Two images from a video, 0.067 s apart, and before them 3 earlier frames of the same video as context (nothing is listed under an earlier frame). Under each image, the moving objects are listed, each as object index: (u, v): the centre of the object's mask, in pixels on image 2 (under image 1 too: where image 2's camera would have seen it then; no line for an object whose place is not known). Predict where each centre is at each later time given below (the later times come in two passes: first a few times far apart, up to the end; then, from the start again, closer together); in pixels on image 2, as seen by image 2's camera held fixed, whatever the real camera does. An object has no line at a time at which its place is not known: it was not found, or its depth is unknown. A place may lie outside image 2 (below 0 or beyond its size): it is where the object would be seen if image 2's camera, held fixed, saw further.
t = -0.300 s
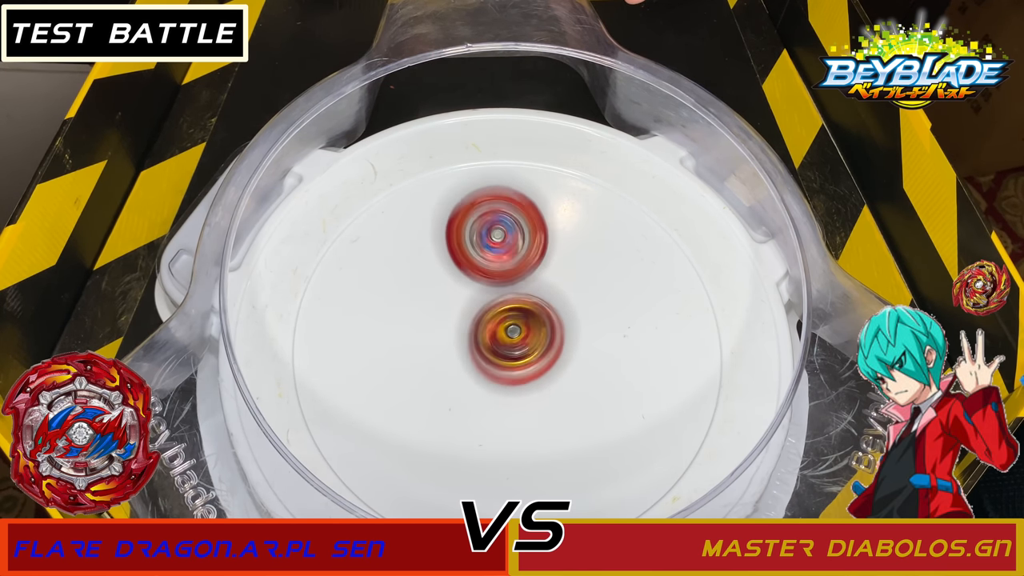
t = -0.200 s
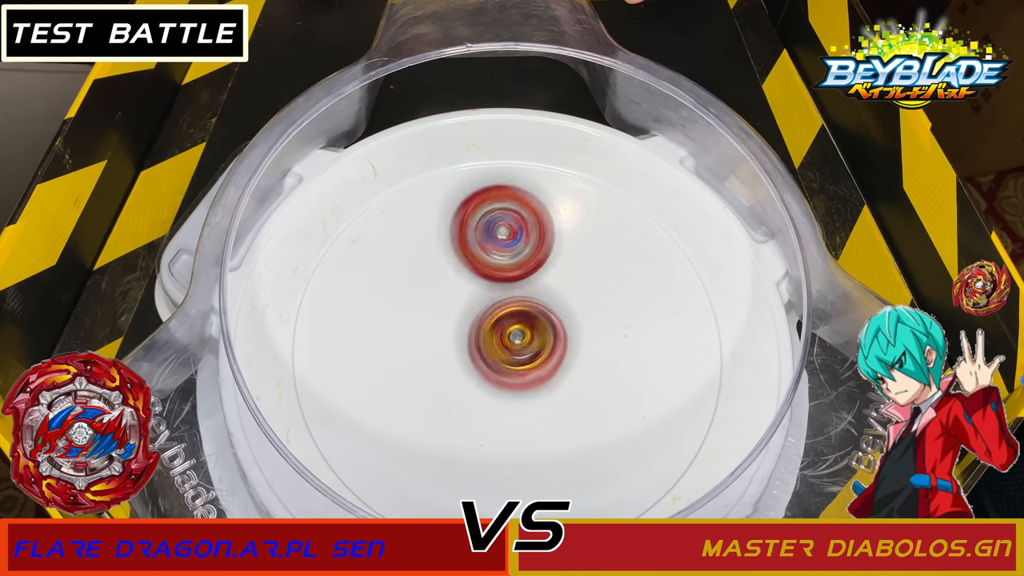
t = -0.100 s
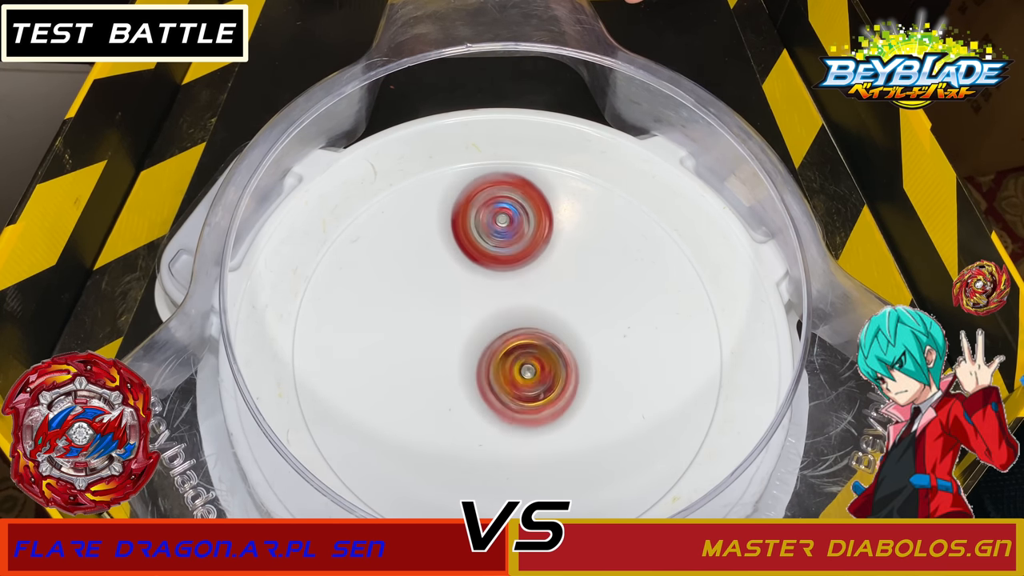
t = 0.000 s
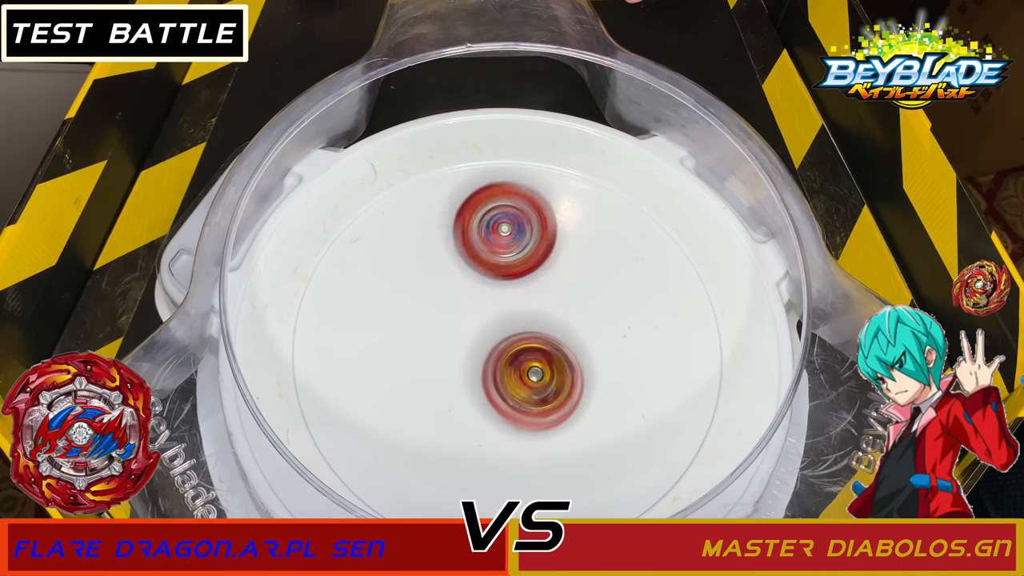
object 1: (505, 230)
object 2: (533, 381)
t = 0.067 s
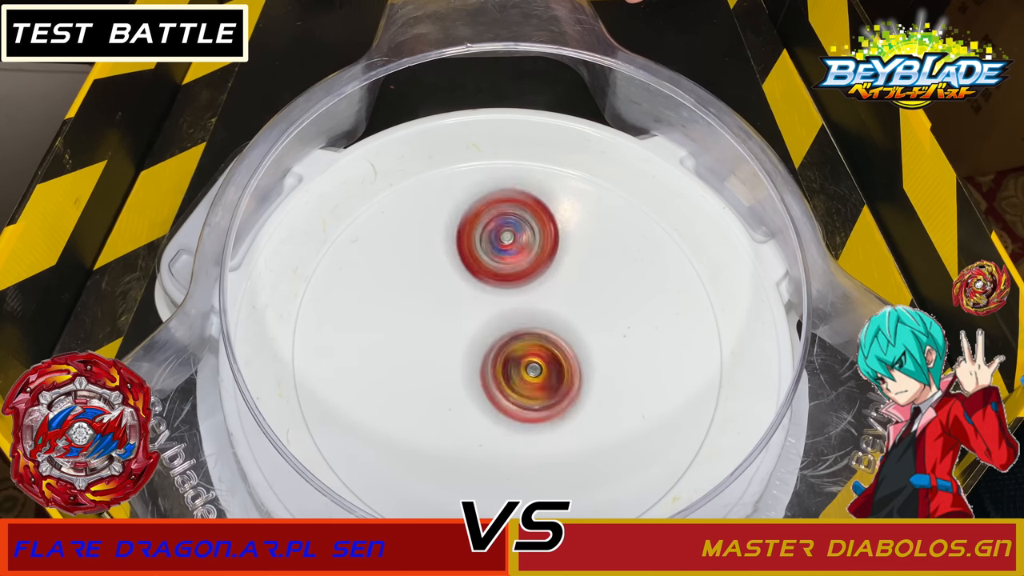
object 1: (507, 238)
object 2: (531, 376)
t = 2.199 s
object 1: (494, 265)
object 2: (523, 365)
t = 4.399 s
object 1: (455, 273)
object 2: (534, 372)
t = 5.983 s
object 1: (446, 282)
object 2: (530, 364)
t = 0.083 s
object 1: (508, 240)
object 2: (531, 374)
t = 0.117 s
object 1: (509, 245)
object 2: (530, 372)
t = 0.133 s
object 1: (510, 248)
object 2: (528, 370)
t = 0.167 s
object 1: (511, 254)
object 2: (528, 368)
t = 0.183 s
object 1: (511, 257)
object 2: (527, 367)
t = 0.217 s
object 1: (511, 263)
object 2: (525, 365)
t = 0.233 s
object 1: (512, 265)
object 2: (525, 364)
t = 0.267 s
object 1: (511, 267)
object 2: (524, 366)
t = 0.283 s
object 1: (512, 266)
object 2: (525, 368)
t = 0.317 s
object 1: (512, 269)
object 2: (525, 369)
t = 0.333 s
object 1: (512, 271)
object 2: (525, 369)
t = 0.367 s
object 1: (511, 270)
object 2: (526, 373)
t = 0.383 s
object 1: (510, 267)
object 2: (526, 377)
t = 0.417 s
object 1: (508, 264)
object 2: (526, 384)
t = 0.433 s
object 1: (508, 265)
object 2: (527, 386)
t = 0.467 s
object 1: (507, 267)
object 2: (528, 388)
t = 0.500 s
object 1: (505, 269)
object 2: (527, 386)
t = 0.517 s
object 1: (503, 270)
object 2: (527, 384)
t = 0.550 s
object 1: (500, 272)
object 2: (525, 383)
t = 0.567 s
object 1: (499, 274)
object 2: (523, 383)
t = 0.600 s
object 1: (498, 277)
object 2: (522, 380)
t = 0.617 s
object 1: (497, 279)
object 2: (521, 379)
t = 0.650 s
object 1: (494, 281)
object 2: (518, 378)
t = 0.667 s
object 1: (493, 283)
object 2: (518, 377)
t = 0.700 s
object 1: (491, 284)
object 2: (516, 378)
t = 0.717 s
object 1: (490, 282)
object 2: (516, 382)
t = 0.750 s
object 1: (488, 278)
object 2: (515, 388)
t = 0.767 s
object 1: (487, 278)
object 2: (515, 389)
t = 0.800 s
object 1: (483, 277)
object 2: (516, 391)
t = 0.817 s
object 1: (482, 278)
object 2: (516, 391)
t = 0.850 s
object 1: (480, 278)
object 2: (515, 390)
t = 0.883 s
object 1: (478, 278)
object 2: (514, 388)
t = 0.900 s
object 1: (476, 278)
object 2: (513, 387)
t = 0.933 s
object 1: (475, 280)
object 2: (512, 385)
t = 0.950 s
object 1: (474, 280)
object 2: (511, 384)
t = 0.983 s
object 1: (472, 280)
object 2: (510, 383)
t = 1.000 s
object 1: (471, 280)
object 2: (509, 382)
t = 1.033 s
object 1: (469, 282)
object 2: (508, 380)
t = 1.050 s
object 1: (469, 283)
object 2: (508, 380)
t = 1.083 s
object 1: (469, 283)
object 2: (507, 378)
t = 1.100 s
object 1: (468, 284)
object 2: (507, 378)
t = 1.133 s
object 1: (466, 282)
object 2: (509, 380)
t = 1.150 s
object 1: (466, 282)
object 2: (509, 384)
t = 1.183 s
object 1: (466, 282)
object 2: (512, 385)
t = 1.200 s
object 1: (465, 282)
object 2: (512, 385)
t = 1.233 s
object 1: (464, 284)
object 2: (514, 384)
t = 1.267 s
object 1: (465, 285)
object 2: (513, 382)
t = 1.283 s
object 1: (465, 285)
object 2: (514, 381)
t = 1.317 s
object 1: (465, 286)
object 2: (514, 378)
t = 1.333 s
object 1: (465, 288)
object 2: (514, 377)
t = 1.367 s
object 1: (465, 286)
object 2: (517, 377)
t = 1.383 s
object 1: (467, 286)
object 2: (518, 378)
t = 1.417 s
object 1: (468, 289)
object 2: (520, 377)
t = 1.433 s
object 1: (468, 288)
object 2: (521, 378)
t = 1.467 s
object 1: (469, 287)
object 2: (524, 378)
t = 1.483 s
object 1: (469, 287)
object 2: (525, 378)
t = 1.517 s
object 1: (469, 289)
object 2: (525, 375)
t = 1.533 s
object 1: (470, 289)
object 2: (525, 374)
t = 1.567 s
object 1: (470, 287)
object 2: (525, 374)
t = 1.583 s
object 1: (471, 287)
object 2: (525, 373)
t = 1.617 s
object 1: (472, 287)
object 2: (526, 374)
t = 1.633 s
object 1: (473, 286)
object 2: (527, 375)
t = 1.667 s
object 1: (474, 286)
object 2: (527, 375)
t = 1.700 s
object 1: (476, 286)
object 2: (527, 374)
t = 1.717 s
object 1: (477, 286)
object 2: (526, 374)
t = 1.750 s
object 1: (478, 284)
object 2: (525, 374)
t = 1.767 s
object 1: (479, 284)
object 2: (526, 374)
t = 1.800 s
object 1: (480, 284)
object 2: (526, 374)
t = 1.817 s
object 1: (481, 284)
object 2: (525, 373)
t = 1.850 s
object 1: (482, 279)
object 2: (527, 375)
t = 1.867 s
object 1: (480, 274)
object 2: (529, 379)
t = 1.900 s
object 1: (482, 272)
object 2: (530, 383)
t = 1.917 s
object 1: (483, 270)
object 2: (531, 382)
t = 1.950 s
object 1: (482, 269)
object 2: (531, 382)
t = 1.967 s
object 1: (484, 270)
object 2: (529, 382)
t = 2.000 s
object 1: (485, 269)
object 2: (527, 380)
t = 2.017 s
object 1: (485, 270)
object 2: (527, 379)
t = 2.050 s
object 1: (488, 271)
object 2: (525, 376)
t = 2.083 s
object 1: (489, 271)
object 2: (524, 371)
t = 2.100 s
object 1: (490, 273)
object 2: (523, 368)
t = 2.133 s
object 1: (492, 268)
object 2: (523, 367)
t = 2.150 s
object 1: (492, 266)
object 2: (523, 367)
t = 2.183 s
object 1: (494, 264)
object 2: (524, 365)
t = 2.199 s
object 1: (494, 265)
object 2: (523, 365)
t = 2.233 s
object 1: (496, 265)
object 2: (521, 362)
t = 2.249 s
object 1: (496, 265)
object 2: (521, 360)
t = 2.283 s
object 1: (495, 263)
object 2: (522, 362)
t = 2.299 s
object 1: (498, 258)
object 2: (520, 367)
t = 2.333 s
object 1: (499, 253)
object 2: (522, 374)
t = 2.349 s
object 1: (501, 252)
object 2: (524, 375)
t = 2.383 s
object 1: (502, 251)
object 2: (524, 377)
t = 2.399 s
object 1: (502, 253)
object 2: (524, 377)
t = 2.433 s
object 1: (502, 257)
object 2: (525, 376)
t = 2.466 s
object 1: (503, 261)
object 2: (526, 374)
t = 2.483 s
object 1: (502, 262)
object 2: (526, 373)
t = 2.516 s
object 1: (502, 267)
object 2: (525, 370)
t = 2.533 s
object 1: (501, 269)
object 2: (524, 368)
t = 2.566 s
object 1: (500, 273)
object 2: (522, 366)
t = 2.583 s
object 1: (499, 267)
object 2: (524, 374)
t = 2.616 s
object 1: (496, 257)
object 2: (526, 388)
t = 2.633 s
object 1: (495, 254)
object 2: (528, 392)
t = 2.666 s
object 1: (493, 251)
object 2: (530, 400)
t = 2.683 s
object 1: (493, 251)
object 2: (530, 401)
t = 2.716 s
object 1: (489, 253)
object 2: (532, 401)
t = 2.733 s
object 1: (489, 255)
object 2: (531, 401)
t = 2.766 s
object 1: (485, 257)
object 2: (530, 397)
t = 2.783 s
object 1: (486, 258)
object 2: (529, 396)
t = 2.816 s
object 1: (482, 260)
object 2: (526, 393)
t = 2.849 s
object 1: (481, 263)
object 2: (523, 391)
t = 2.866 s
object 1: (480, 264)
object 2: (521, 389)
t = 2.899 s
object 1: (480, 266)
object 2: (519, 386)
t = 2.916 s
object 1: (478, 267)
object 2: (516, 385)
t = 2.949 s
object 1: (478, 270)
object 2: (515, 380)
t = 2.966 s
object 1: (476, 270)
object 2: (514, 379)
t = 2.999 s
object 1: (476, 273)
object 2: (513, 374)
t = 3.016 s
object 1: (474, 273)
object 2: (514, 371)
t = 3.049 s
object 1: (474, 275)
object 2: (513, 365)
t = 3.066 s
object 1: (473, 272)
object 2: (515, 364)
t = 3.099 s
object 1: (472, 271)
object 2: (517, 362)
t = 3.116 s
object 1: (471, 270)
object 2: (517, 360)
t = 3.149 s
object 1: (469, 266)
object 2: (522, 361)
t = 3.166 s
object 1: (468, 265)
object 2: (523, 361)
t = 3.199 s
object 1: (468, 265)
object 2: (525, 361)
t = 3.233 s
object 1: (467, 267)
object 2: (524, 360)
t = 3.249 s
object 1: (466, 266)
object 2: (524, 360)
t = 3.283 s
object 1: (466, 267)
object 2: (523, 360)
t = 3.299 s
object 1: (466, 266)
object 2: (522, 360)
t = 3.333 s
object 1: (466, 267)
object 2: (521, 359)
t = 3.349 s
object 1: (465, 267)
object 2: (520, 358)
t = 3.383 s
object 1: (466, 268)
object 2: (517, 356)
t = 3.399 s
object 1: (464, 264)
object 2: (519, 358)
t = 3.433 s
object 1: (458, 255)
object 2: (524, 365)
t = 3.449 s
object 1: (456, 251)
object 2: (527, 369)
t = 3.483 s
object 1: (456, 250)
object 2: (531, 373)
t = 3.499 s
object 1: (456, 250)
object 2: (533, 374)
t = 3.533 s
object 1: (456, 251)
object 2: (535, 373)
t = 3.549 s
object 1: (456, 251)
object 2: (535, 371)
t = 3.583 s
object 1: (456, 251)
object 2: (534, 369)
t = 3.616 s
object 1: (457, 253)
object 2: (534, 367)
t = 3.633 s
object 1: (457, 253)
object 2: (532, 366)
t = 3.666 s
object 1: (459, 255)
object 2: (532, 365)
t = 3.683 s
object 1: (459, 256)
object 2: (531, 364)
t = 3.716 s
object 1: (461, 258)
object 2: (529, 363)
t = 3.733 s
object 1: (461, 259)
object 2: (528, 363)
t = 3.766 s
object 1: (464, 263)
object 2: (527, 362)
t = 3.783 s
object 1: (464, 264)
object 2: (526, 362)
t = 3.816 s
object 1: (467, 268)
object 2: (524, 362)
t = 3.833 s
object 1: (467, 270)
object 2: (524, 362)
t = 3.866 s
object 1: (470, 275)
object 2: (523, 362)
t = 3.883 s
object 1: (468, 275)
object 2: (523, 363)
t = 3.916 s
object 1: (470, 274)
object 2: (525, 366)
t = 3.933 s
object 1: (470, 275)
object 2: (527, 367)
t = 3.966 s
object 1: (473, 279)
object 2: (527, 366)
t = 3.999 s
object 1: (473, 280)
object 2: (530, 368)
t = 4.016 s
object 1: (471, 279)
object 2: (531, 368)
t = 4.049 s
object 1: (471, 281)
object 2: (533, 369)
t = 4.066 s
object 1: (471, 282)
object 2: (533, 367)
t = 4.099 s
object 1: (471, 285)
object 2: (531, 366)
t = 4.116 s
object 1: (468, 286)
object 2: (531, 365)
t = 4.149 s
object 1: (464, 277)
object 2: (536, 374)
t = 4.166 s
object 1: (461, 274)
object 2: (540, 379)
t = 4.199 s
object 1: (460, 270)
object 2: (543, 384)
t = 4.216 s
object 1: (461, 271)
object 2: (546, 385)
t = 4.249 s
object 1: (459, 273)
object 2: (547, 386)
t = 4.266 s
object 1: (459, 273)
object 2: (547, 384)
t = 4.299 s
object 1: (457, 273)
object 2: (545, 381)
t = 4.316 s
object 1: (456, 273)
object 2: (544, 380)
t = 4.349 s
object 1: (456, 273)
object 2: (540, 376)
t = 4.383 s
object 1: (455, 274)
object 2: (535, 374)
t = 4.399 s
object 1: (455, 273)
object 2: (534, 372)
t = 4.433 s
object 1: (455, 274)
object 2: (529, 370)
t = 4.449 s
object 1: (454, 274)
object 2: (528, 369)
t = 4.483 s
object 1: (456, 275)
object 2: (524, 366)
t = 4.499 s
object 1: (456, 277)
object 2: (523, 363)
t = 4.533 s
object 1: (457, 278)
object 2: (521, 358)
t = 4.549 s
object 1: (456, 277)
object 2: (521, 357)
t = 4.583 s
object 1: (454, 272)
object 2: (525, 356)
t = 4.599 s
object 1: (455, 271)
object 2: (525, 356)
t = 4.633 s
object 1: (455, 275)
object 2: (525, 356)
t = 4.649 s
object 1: (455, 275)
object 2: (525, 355)
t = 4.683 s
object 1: (455, 276)
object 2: (524, 357)
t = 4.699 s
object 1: (453, 277)
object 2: (524, 357)
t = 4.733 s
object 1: (454, 277)
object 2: (523, 355)
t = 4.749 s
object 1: (454, 277)
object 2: (524, 356)
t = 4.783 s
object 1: (454, 273)
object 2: (526, 357)
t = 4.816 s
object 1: (455, 274)
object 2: (528, 359)
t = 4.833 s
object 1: (455, 276)
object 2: (529, 359)
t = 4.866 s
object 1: (454, 277)
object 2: (531, 358)
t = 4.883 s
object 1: (454, 277)
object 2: (531, 358)
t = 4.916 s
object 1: (454, 278)
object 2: (531, 356)
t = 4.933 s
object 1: (455, 278)
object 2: (530, 356)
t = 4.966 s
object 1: (456, 281)
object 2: (531, 355)
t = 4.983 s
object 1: (455, 281)
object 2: (531, 354)
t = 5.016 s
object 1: (456, 283)
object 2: (531, 354)
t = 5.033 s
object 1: (454, 283)
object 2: (533, 354)
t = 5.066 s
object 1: (452, 279)
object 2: (537, 359)
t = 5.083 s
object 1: (453, 280)
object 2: (540, 363)
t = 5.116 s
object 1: (454, 282)
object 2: (543, 366)
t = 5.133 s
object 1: (455, 284)
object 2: (543, 368)
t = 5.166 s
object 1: (454, 287)
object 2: (544, 369)
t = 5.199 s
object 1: (454, 289)
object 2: (546, 369)
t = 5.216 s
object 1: (455, 289)
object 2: (545, 368)
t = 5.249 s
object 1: (456, 292)
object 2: (545, 367)
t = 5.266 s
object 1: (455, 292)
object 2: (545, 365)
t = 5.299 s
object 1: (456, 295)
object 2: (543, 363)
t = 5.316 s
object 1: (455, 297)
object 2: (543, 362)
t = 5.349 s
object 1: (455, 300)
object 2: (541, 358)
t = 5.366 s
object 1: (456, 302)
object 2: (539, 358)
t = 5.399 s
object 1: (454, 302)
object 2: (541, 356)
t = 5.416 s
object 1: (455, 302)
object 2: (541, 354)
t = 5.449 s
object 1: (457, 303)
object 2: (543, 352)
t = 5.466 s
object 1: (453, 302)
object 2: (546, 354)
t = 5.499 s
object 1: (441, 289)
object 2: (562, 366)
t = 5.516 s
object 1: (436, 284)
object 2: (569, 373)
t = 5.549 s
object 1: (429, 277)
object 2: (581, 382)
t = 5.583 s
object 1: (425, 272)
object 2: (588, 386)
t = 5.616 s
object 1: (424, 270)
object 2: (590, 389)
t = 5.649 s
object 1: (424, 270)
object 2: (592, 389)
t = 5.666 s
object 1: (424, 269)
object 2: (592, 388)
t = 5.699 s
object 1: (423, 268)
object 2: (589, 387)
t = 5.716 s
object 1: (423, 269)
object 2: (587, 387)
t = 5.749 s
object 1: (423, 269)
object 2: (582, 385)
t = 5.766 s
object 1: (424, 268)
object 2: (579, 384)
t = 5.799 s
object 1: (426, 268)
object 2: (573, 382)
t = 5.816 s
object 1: (427, 269)
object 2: (570, 381)
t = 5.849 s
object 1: (429, 270)
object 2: (564, 380)
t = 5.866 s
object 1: (429, 271)
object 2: (562, 378)
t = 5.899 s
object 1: (432, 274)
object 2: (554, 374)
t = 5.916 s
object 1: (434, 275)
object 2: (550, 373)
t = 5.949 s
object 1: (440, 278)
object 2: (540, 368)
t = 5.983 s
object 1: (446, 282)
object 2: (530, 364)
